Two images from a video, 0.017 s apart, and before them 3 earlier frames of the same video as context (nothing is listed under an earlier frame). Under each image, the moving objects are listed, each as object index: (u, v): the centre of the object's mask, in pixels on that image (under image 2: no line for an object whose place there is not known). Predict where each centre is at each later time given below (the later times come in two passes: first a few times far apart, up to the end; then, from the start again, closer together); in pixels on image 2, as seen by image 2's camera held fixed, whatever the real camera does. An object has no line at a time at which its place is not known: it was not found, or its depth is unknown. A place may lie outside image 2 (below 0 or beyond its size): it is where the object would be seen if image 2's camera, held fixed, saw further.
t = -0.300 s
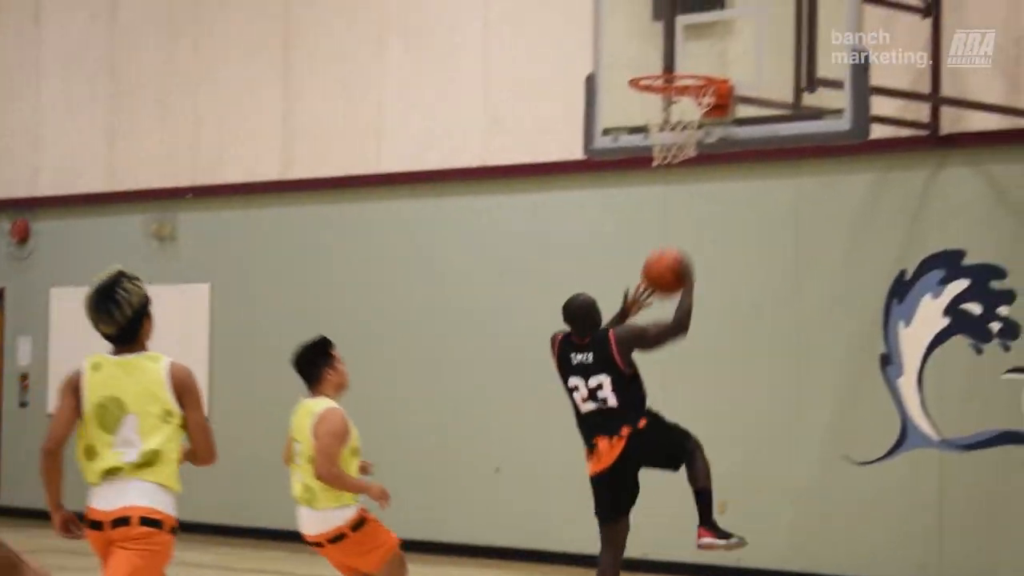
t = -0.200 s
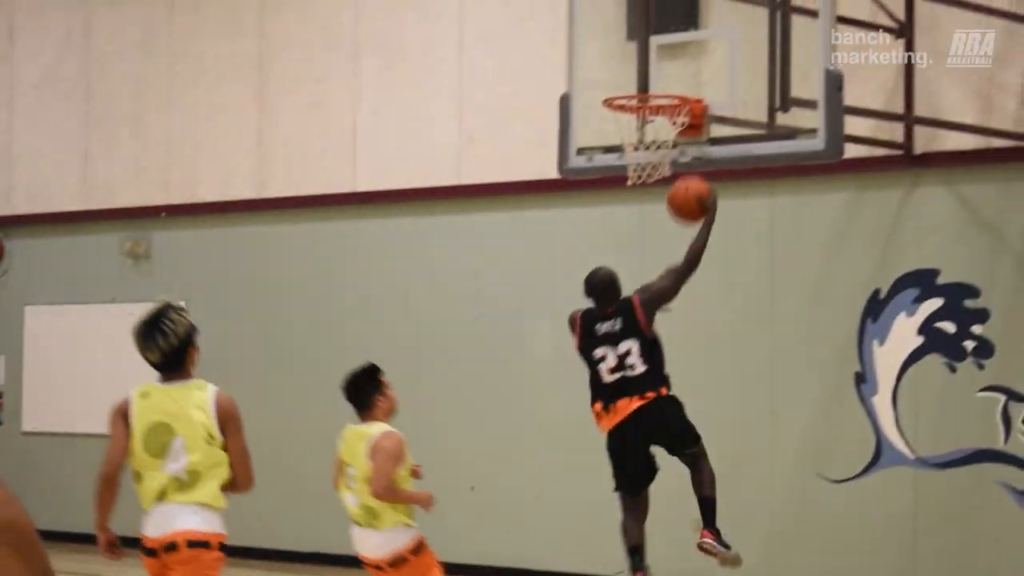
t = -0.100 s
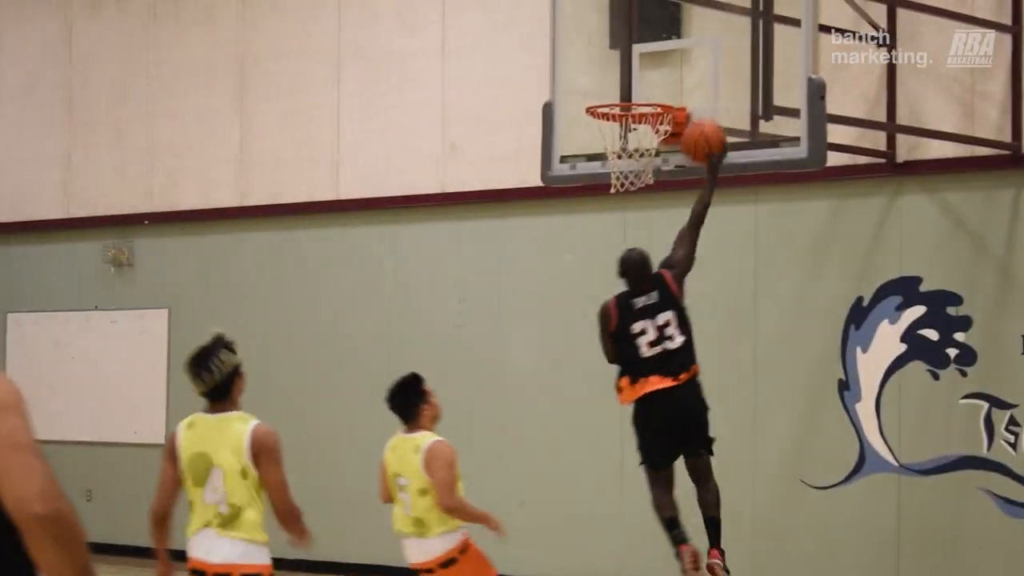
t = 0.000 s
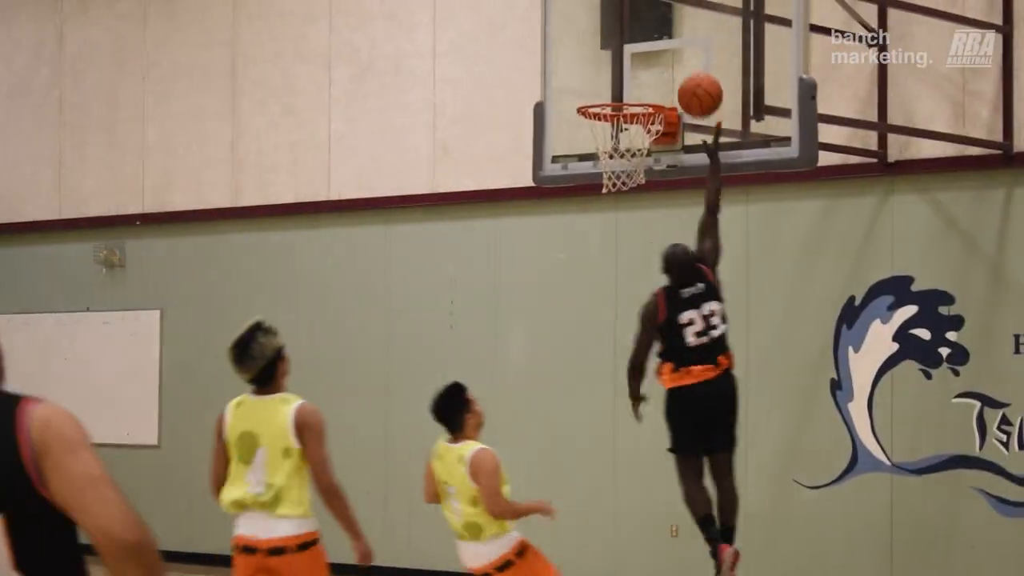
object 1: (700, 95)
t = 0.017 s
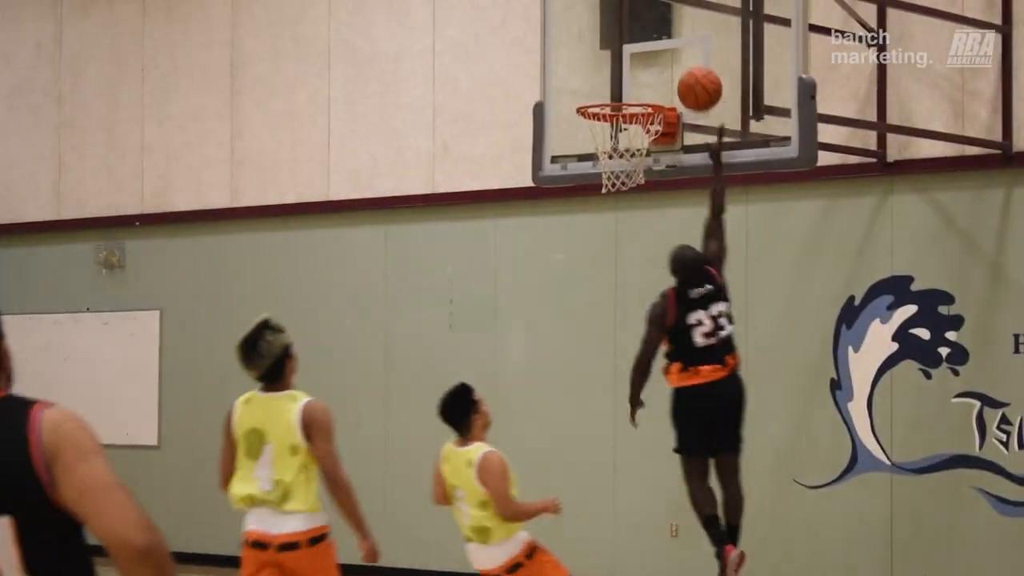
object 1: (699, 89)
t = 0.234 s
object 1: (664, 62)
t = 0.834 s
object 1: (625, 196)
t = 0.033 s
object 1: (700, 84)
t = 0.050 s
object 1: (700, 79)
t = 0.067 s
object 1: (700, 74)
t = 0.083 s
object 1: (701, 70)
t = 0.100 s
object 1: (700, 68)
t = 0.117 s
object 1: (697, 65)
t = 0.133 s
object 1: (692, 63)
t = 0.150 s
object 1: (688, 62)
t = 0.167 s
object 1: (683, 61)
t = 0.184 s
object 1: (678, 60)
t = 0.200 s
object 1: (673, 60)
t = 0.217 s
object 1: (669, 60)
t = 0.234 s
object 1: (664, 62)
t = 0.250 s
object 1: (659, 63)
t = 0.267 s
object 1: (654, 65)
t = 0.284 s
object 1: (650, 67)
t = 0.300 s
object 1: (644, 70)
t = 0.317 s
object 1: (639, 73)
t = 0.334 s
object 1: (634, 77)
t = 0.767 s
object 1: (619, 171)
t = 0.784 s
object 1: (621, 177)
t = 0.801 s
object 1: (622, 183)
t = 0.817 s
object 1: (623, 189)
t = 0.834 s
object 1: (625, 196)
